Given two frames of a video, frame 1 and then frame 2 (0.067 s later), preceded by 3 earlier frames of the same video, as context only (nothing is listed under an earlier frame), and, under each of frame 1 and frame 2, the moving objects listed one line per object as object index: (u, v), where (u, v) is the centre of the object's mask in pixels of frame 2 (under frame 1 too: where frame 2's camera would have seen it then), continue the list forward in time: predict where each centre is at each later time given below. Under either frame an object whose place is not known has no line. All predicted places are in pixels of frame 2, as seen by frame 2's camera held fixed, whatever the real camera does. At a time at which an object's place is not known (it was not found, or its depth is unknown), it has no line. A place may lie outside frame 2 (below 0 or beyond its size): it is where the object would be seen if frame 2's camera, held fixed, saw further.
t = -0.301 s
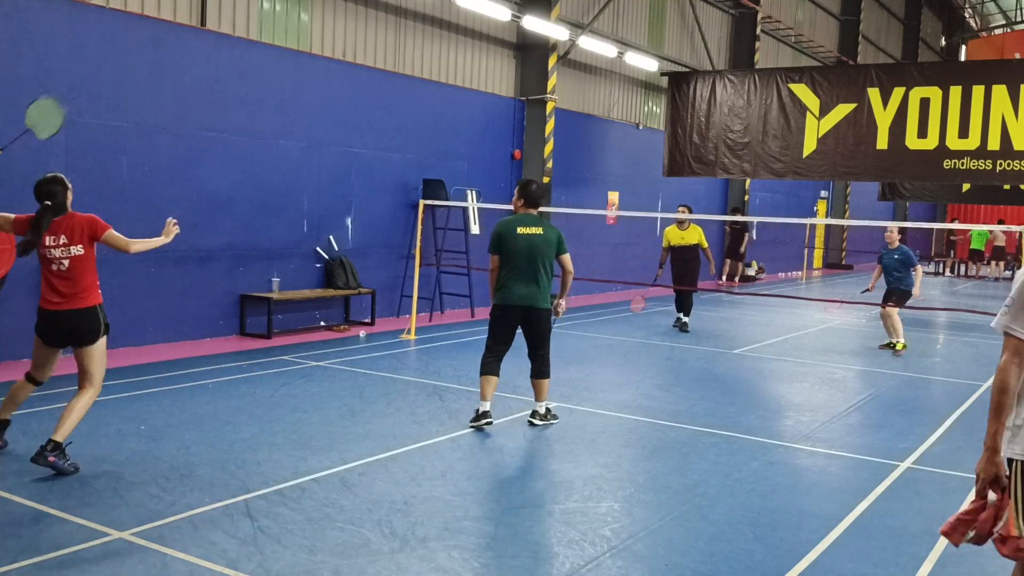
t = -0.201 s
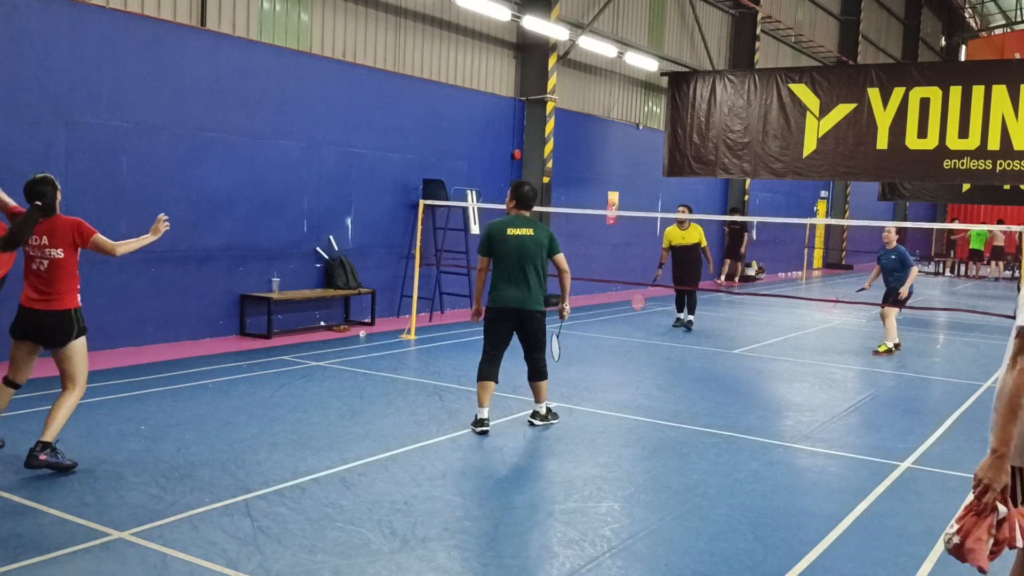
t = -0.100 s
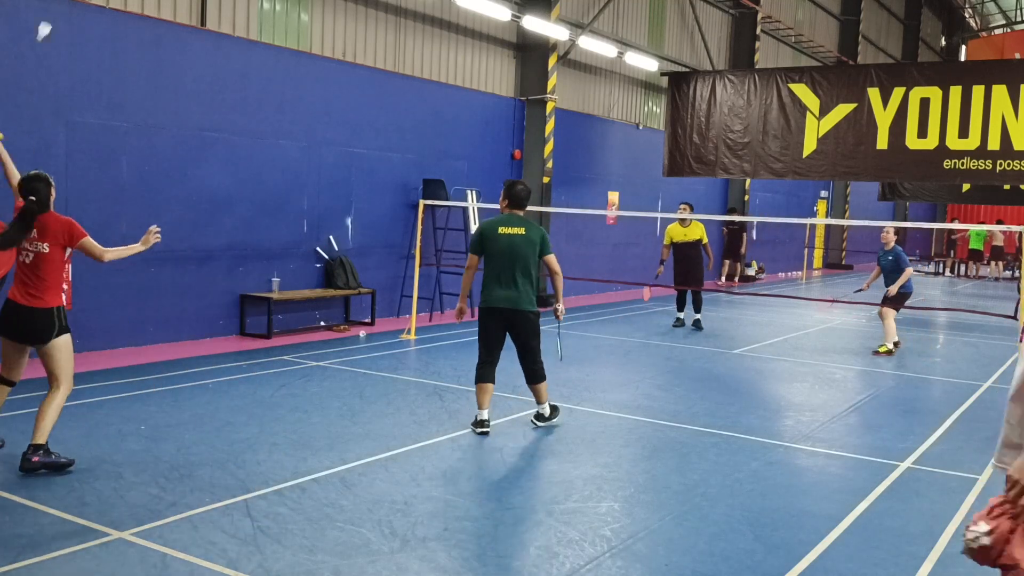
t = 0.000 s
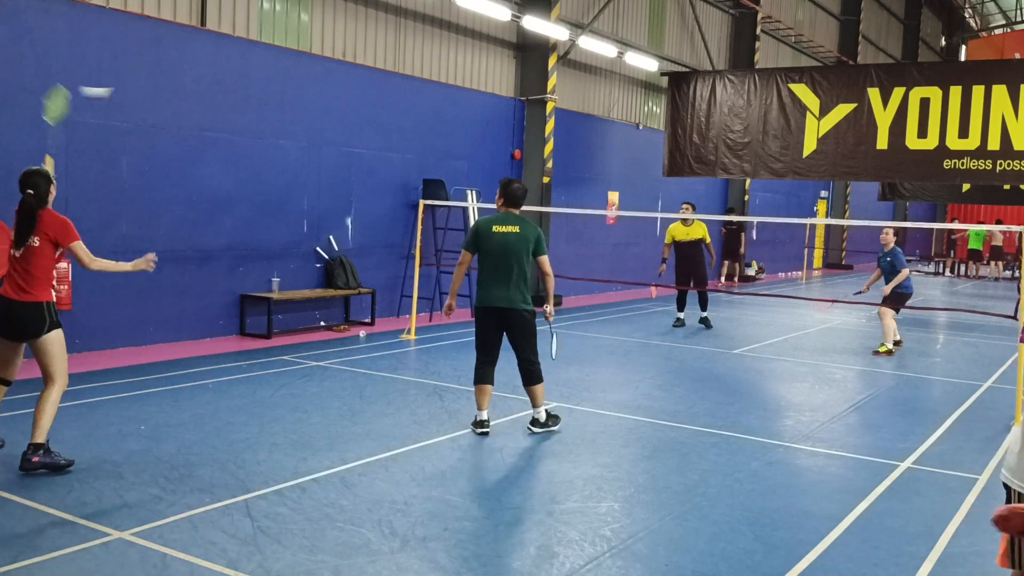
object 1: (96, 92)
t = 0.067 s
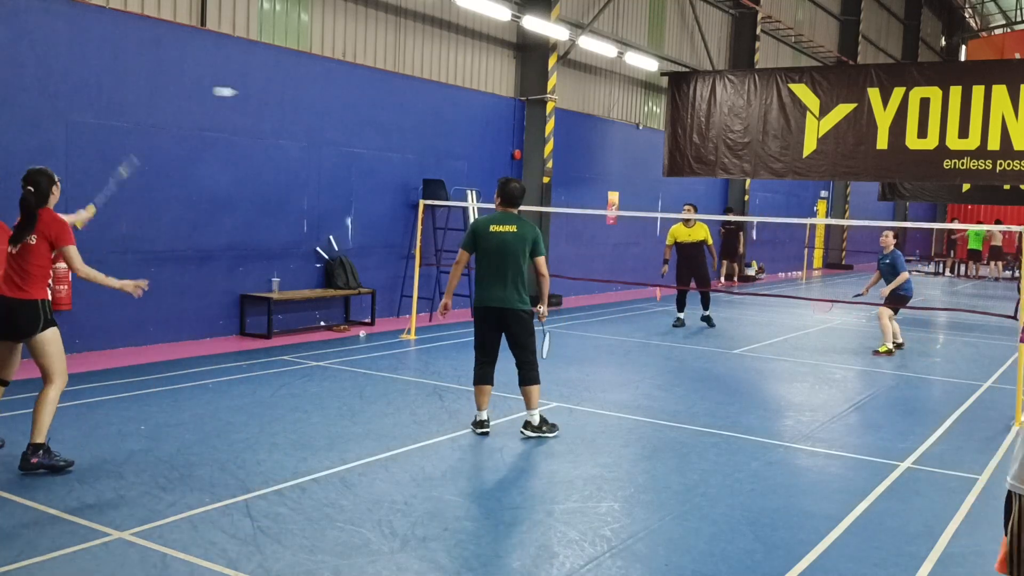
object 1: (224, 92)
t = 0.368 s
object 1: (456, 138)
